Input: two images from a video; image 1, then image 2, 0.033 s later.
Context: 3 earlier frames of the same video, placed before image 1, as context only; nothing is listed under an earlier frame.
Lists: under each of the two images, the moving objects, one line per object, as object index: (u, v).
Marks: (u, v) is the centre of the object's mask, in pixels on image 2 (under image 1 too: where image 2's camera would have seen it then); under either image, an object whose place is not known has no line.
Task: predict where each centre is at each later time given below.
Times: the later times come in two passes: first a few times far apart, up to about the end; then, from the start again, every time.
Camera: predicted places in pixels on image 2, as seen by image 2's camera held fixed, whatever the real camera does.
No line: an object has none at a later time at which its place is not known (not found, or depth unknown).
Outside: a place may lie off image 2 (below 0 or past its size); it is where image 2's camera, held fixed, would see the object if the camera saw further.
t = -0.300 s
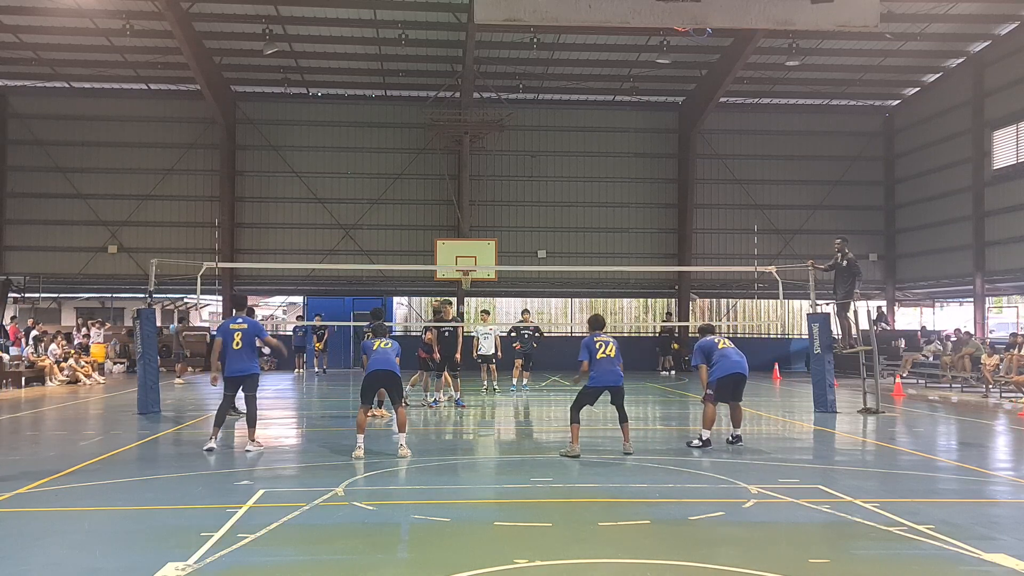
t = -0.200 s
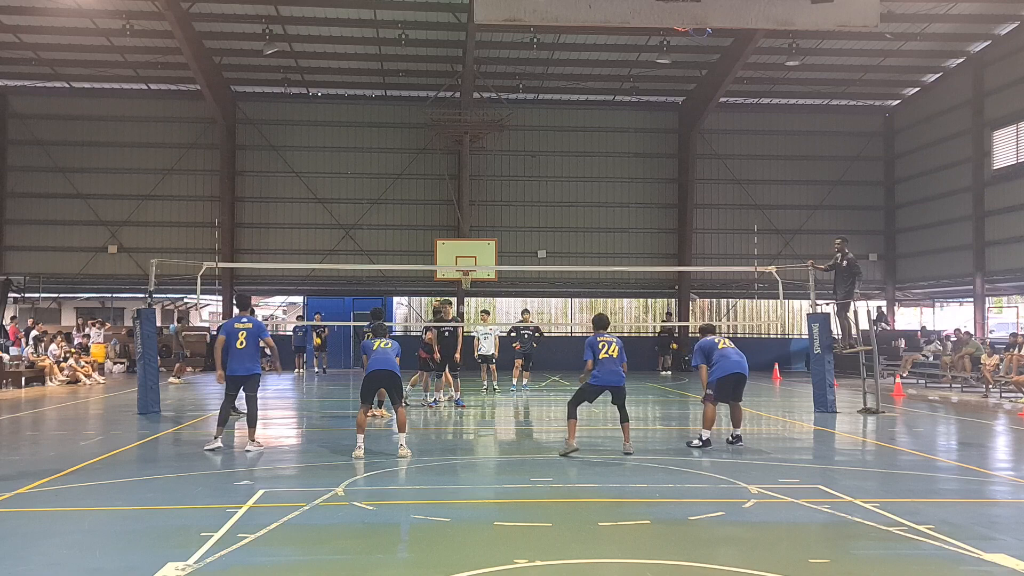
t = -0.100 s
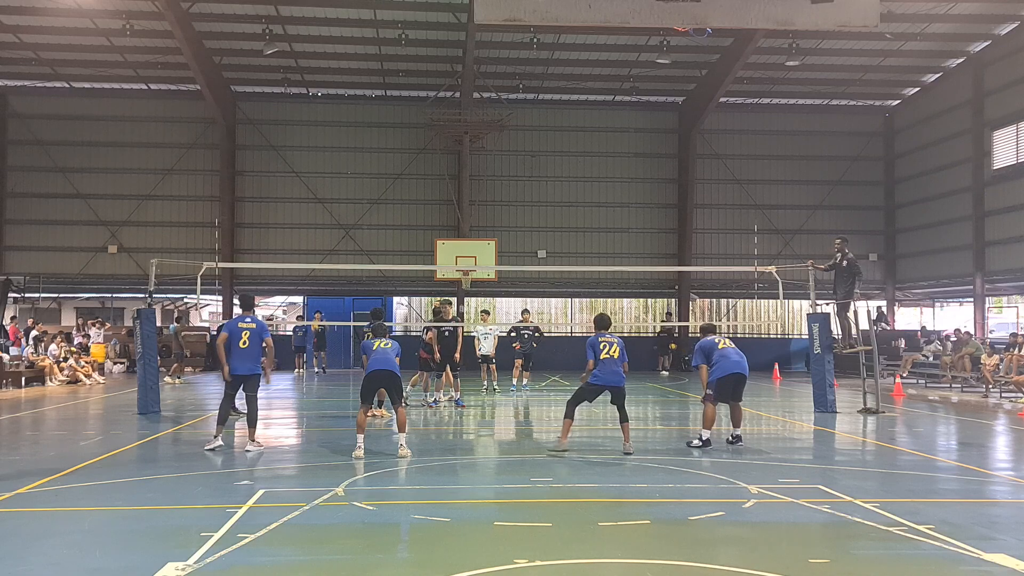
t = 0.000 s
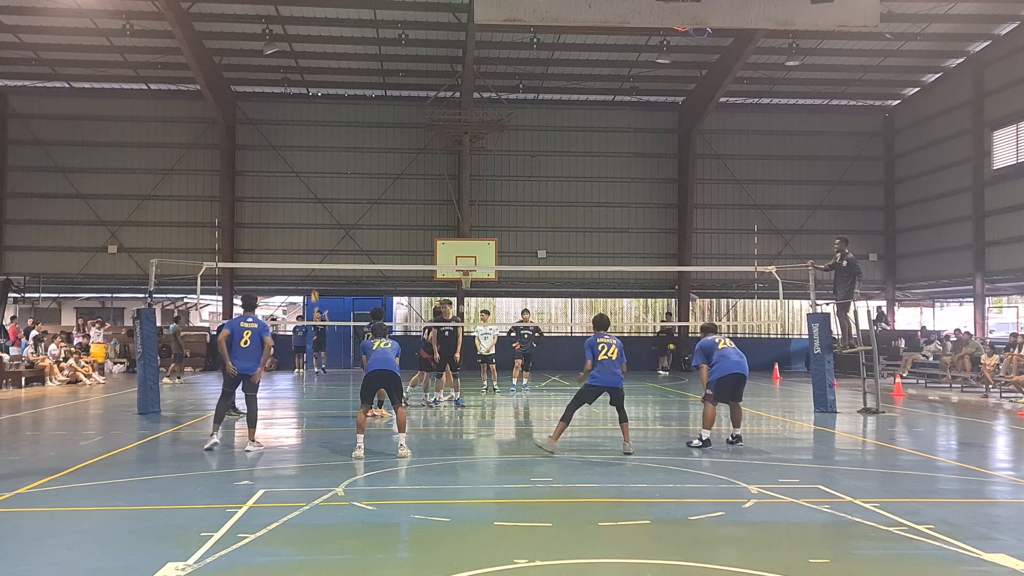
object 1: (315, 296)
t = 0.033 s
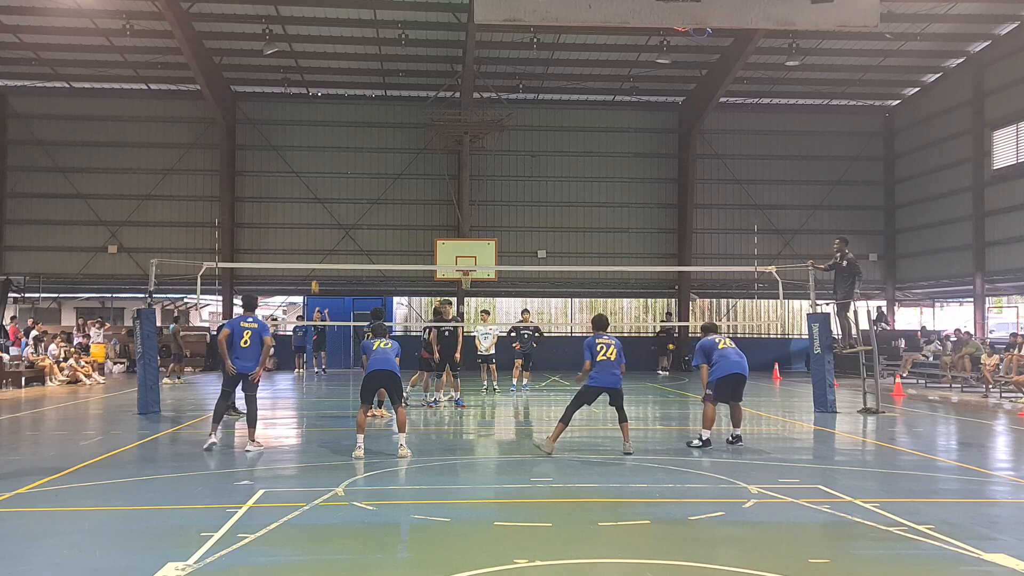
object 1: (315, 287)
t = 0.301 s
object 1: (316, 225)
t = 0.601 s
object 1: (318, 185)
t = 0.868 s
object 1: (318, 177)
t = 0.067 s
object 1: (315, 278)
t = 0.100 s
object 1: (315, 271)
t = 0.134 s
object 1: (315, 259)
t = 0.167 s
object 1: (315, 252)
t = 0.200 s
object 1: (316, 245)
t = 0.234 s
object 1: (316, 238)
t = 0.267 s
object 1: (316, 231)
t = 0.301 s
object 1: (316, 225)
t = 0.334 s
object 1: (316, 219)
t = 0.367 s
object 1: (317, 213)
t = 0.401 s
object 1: (317, 208)
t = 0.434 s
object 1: (317, 203)
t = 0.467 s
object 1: (317, 199)
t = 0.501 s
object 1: (317, 195)
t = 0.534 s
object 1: (318, 191)
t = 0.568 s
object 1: (317, 188)
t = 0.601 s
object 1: (318, 185)
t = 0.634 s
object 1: (318, 183)
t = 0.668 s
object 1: (318, 181)
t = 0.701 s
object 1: (318, 179)
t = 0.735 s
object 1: (318, 178)
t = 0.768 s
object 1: (318, 177)
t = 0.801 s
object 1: (318, 177)
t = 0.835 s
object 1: (318, 177)
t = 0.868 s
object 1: (318, 177)
